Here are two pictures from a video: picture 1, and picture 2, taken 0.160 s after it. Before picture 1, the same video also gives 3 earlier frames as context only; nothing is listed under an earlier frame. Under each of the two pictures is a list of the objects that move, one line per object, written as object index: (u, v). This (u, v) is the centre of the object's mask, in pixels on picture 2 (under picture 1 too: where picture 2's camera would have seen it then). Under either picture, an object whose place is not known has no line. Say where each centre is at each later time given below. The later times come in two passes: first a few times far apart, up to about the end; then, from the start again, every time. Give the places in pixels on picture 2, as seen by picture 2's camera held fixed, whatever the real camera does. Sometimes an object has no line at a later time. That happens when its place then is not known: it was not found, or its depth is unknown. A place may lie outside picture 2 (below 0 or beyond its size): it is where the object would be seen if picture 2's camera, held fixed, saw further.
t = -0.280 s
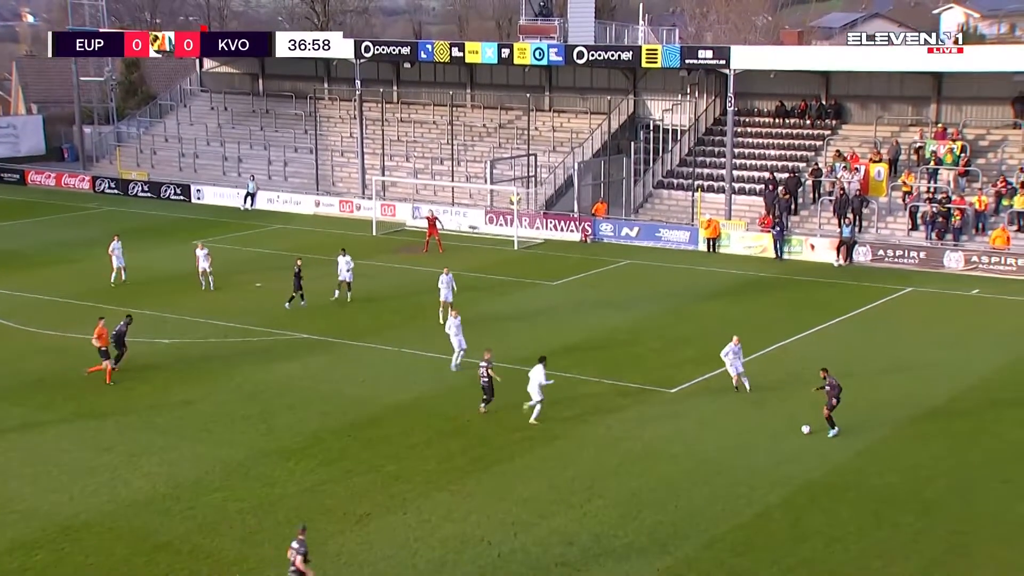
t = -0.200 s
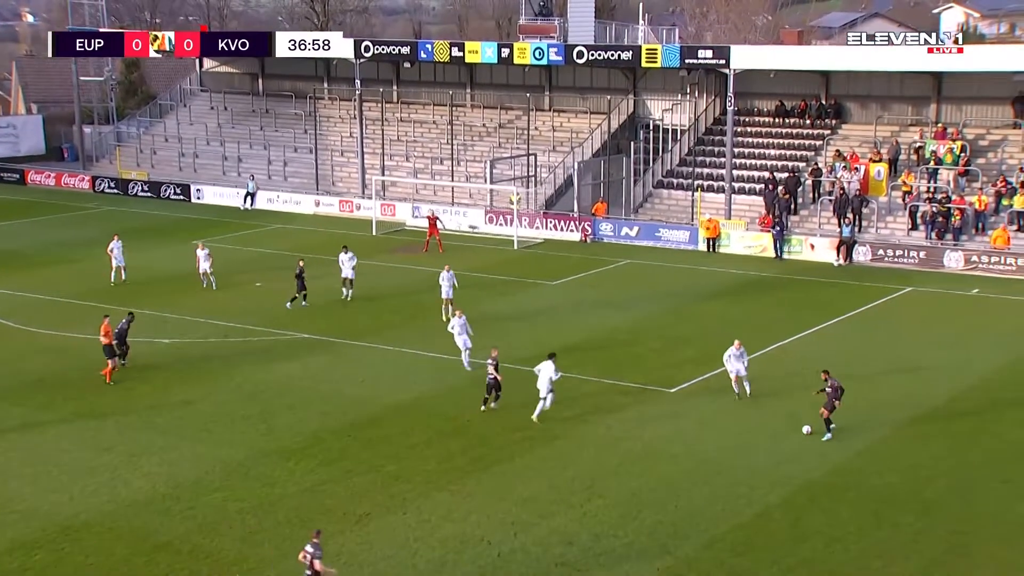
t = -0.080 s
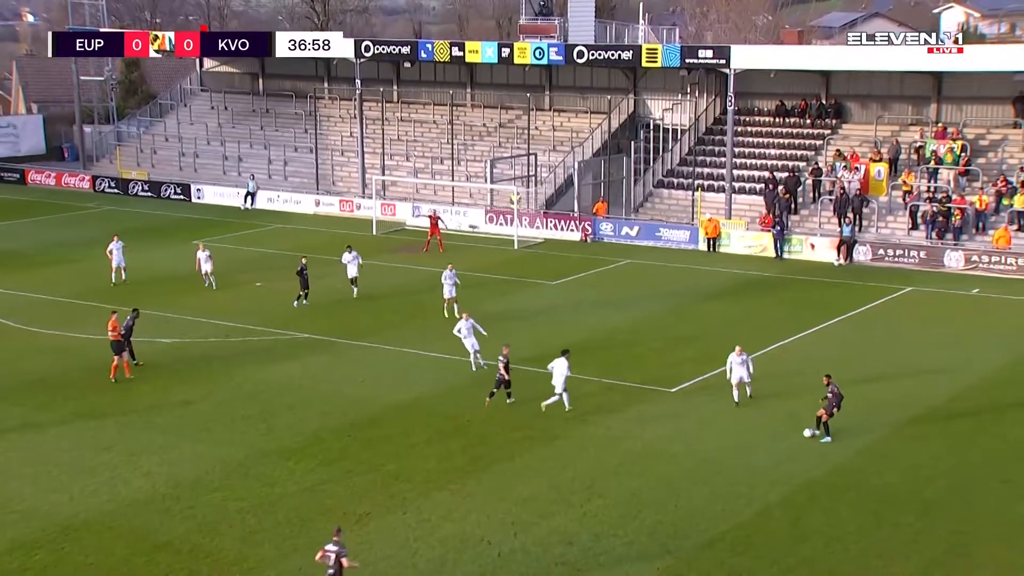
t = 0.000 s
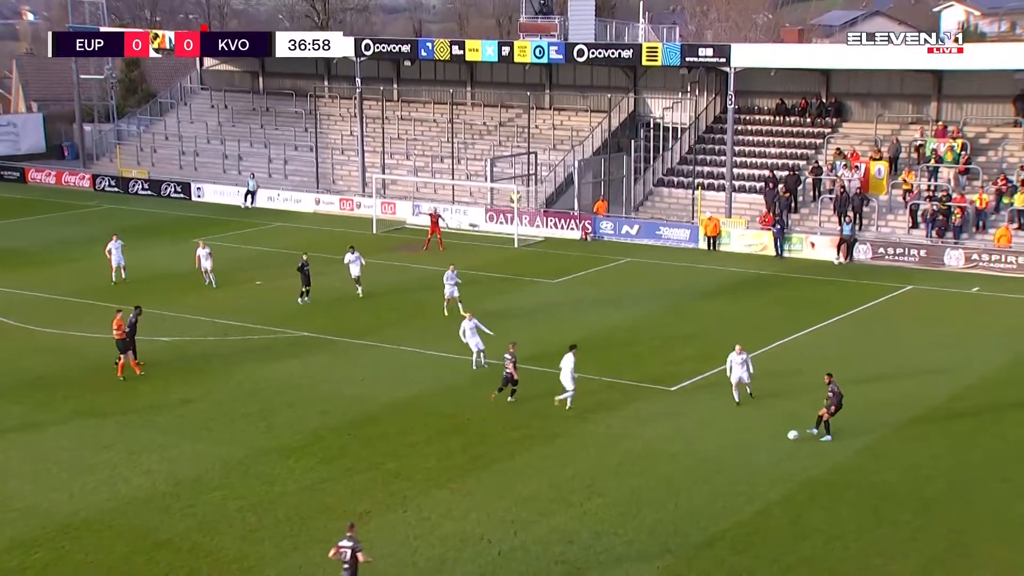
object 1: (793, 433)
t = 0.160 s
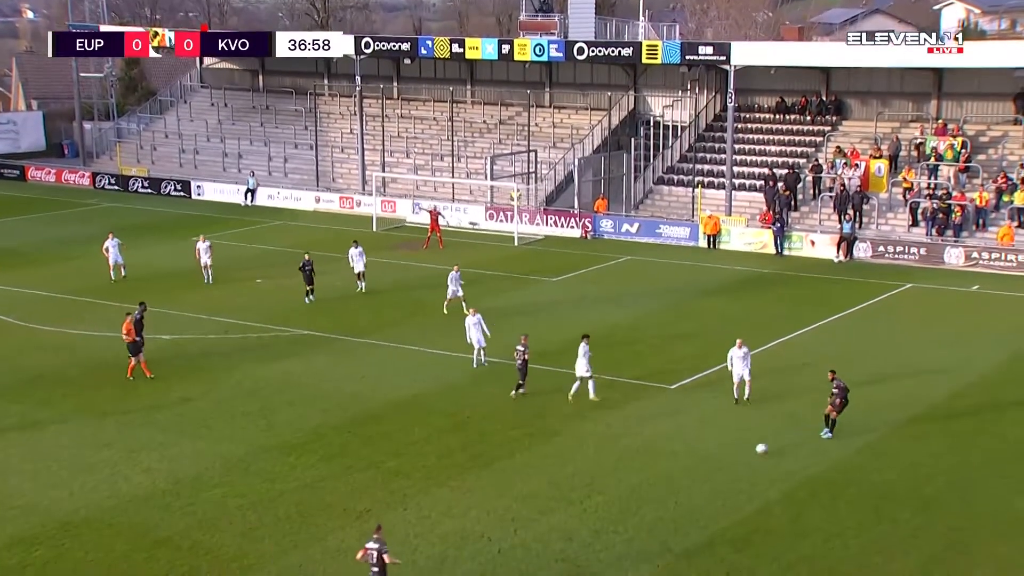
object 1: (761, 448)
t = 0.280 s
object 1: (739, 458)
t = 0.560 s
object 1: (693, 481)
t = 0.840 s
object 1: (657, 500)
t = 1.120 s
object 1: (628, 517)
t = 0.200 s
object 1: (753, 453)
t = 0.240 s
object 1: (746, 456)
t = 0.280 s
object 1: (739, 458)
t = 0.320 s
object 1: (732, 461)
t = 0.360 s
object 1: (725, 465)
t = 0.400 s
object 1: (718, 470)
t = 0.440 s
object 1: (712, 472)
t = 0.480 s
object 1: (706, 474)
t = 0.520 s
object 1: (699, 477)
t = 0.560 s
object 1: (693, 481)
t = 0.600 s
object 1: (687, 485)
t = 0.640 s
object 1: (682, 487)
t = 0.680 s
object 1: (677, 489)
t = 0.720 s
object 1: (672, 492)
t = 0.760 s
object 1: (667, 496)
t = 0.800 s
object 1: (661, 499)
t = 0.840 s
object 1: (657, 500)
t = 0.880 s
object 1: (653, 501)
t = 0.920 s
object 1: (649, 503)
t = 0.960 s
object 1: (644, 507)
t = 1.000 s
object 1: (640, 511)
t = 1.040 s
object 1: (636, 513)
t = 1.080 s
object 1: (632, 514)
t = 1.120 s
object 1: (628, 517)
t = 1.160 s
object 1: (624, 520)
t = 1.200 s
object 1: (620, 524)
